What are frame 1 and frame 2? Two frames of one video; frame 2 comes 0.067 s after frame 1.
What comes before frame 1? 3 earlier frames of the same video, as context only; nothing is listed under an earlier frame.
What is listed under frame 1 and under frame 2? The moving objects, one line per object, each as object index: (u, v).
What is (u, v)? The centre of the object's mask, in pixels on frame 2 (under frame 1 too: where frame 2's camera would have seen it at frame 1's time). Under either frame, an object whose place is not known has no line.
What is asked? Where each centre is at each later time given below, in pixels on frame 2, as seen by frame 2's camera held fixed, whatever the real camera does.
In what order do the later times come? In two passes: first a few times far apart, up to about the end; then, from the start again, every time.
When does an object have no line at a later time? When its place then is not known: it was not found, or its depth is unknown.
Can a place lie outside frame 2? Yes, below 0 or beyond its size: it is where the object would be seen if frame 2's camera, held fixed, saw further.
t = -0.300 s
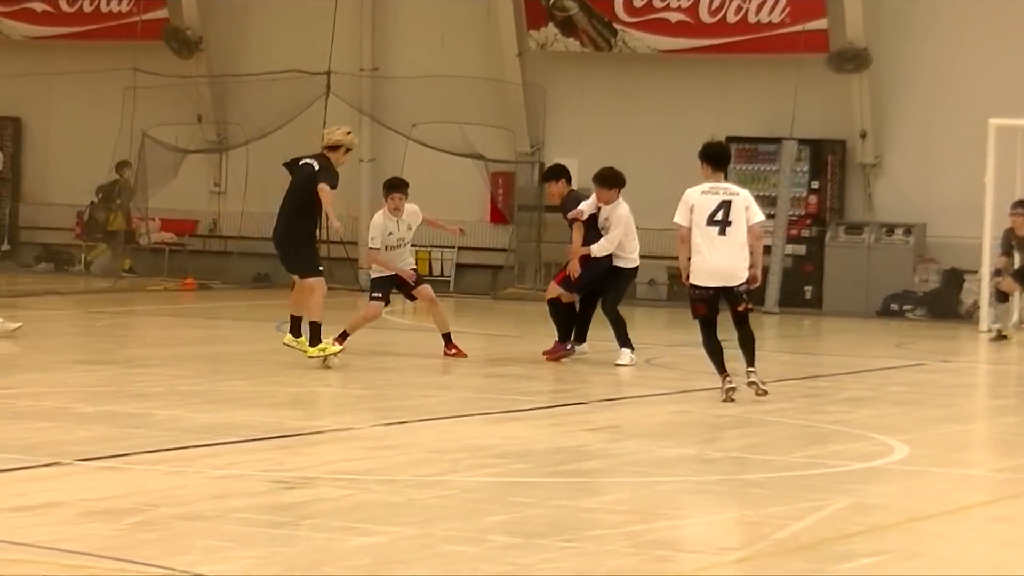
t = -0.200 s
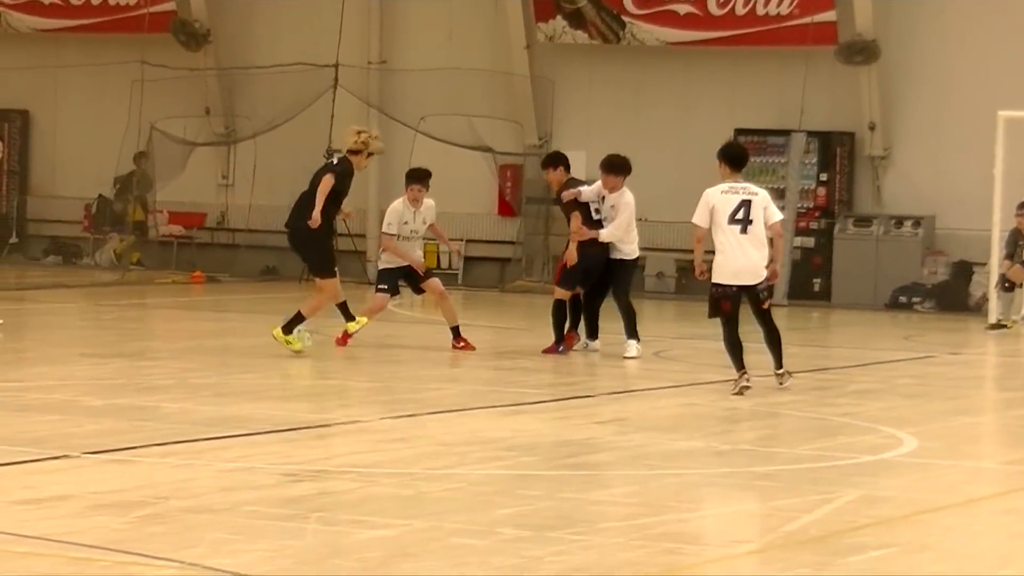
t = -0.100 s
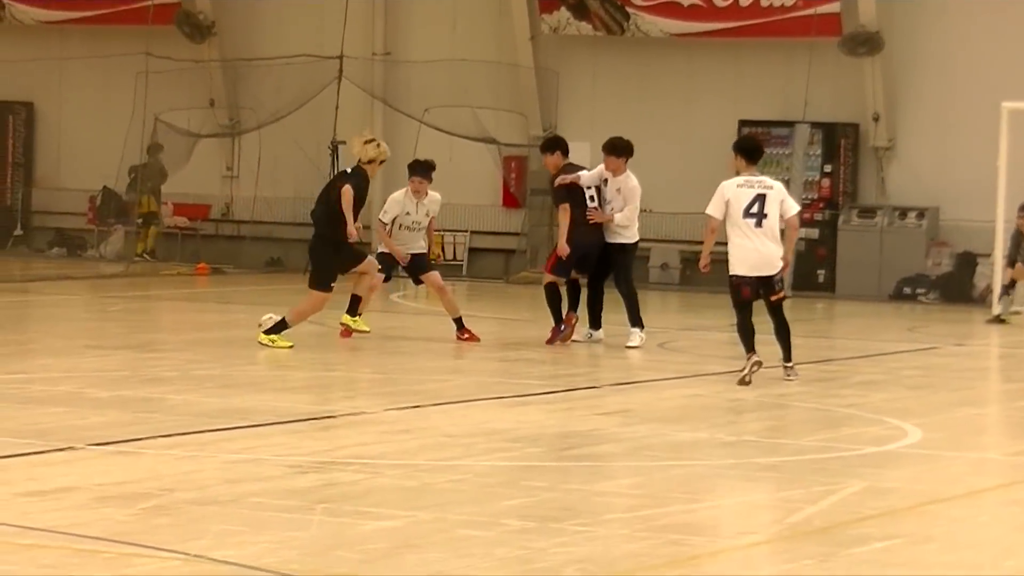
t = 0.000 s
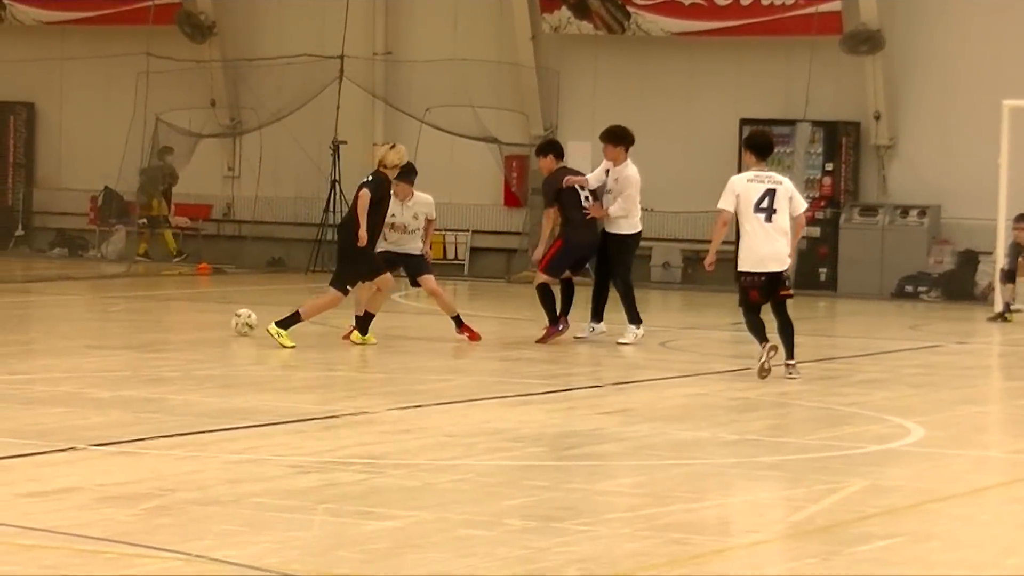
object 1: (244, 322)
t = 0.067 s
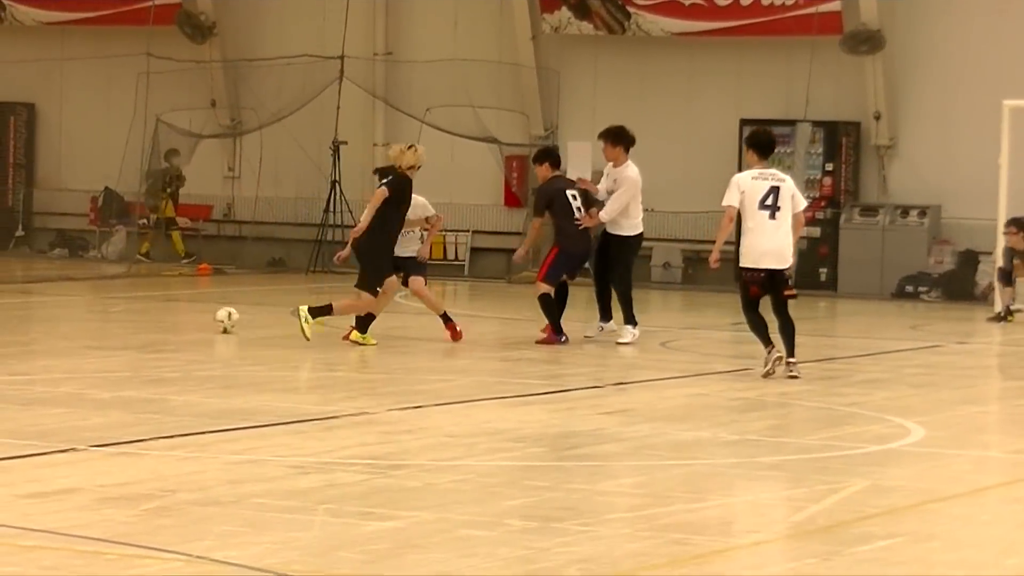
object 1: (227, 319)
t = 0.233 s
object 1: (186, 314)
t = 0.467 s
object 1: (136, 305)
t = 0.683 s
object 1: (91, 299)
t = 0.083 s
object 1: (222, 319)
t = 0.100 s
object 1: (218, 319)
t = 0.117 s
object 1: (214, 318)
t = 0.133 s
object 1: (209, 317)
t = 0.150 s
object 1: (206, 317)
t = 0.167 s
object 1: (202, 316)
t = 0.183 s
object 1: (197, 316)
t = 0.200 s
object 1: (194, 315)
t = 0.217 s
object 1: (190, 313)
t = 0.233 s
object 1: (186, 314)
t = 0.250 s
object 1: (182, 313)
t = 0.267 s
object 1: (178, 313)
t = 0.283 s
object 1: (175, 312)
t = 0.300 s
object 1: (171, 311)
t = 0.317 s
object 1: (167, 311)
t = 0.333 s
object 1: (164, 310)
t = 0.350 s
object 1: (160, 310)
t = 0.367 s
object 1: (156, 310)
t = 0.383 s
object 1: (153, 309)
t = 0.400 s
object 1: (149, 308)
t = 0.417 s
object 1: (146, 307)
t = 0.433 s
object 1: (143, 307)
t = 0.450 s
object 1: (139, 306)
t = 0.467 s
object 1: (136, 305)
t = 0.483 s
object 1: (132, 305)
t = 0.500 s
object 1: (129, 305)
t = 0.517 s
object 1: (126, 304)
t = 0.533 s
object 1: (122, 304)
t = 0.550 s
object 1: (119, 302)
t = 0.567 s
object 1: (115, 303)
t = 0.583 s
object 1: (112, 302)
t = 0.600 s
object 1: (109, 301)
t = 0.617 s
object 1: (105, 301)
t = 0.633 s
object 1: (101, 302)
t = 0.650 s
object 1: (99, 300)
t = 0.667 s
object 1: (95, 301)
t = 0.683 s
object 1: (91, 299)
